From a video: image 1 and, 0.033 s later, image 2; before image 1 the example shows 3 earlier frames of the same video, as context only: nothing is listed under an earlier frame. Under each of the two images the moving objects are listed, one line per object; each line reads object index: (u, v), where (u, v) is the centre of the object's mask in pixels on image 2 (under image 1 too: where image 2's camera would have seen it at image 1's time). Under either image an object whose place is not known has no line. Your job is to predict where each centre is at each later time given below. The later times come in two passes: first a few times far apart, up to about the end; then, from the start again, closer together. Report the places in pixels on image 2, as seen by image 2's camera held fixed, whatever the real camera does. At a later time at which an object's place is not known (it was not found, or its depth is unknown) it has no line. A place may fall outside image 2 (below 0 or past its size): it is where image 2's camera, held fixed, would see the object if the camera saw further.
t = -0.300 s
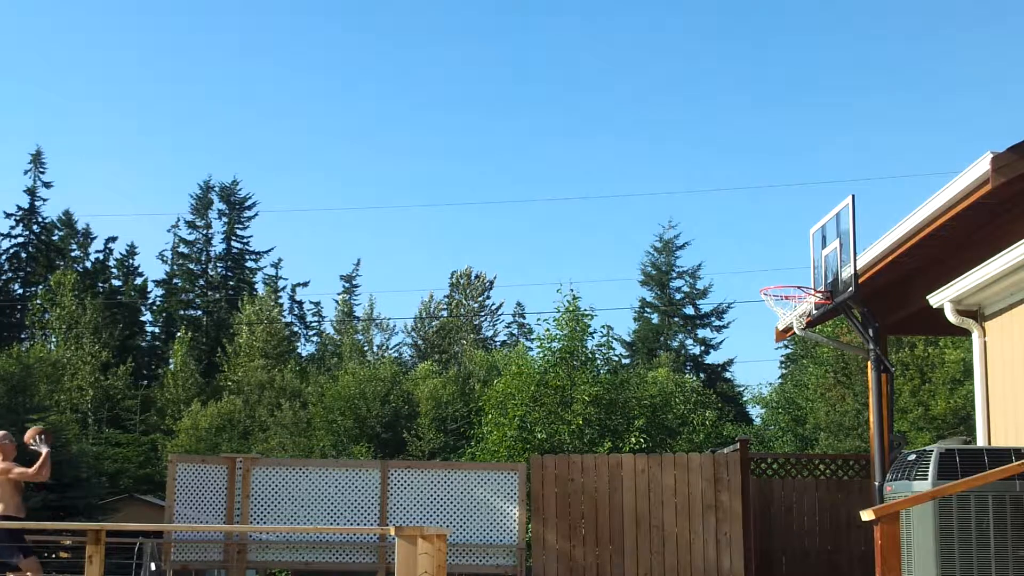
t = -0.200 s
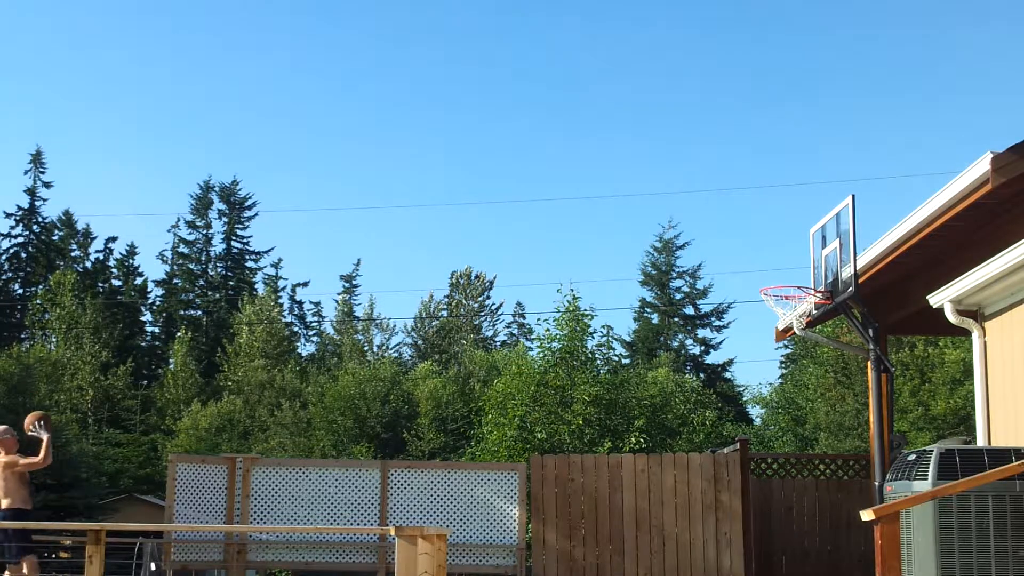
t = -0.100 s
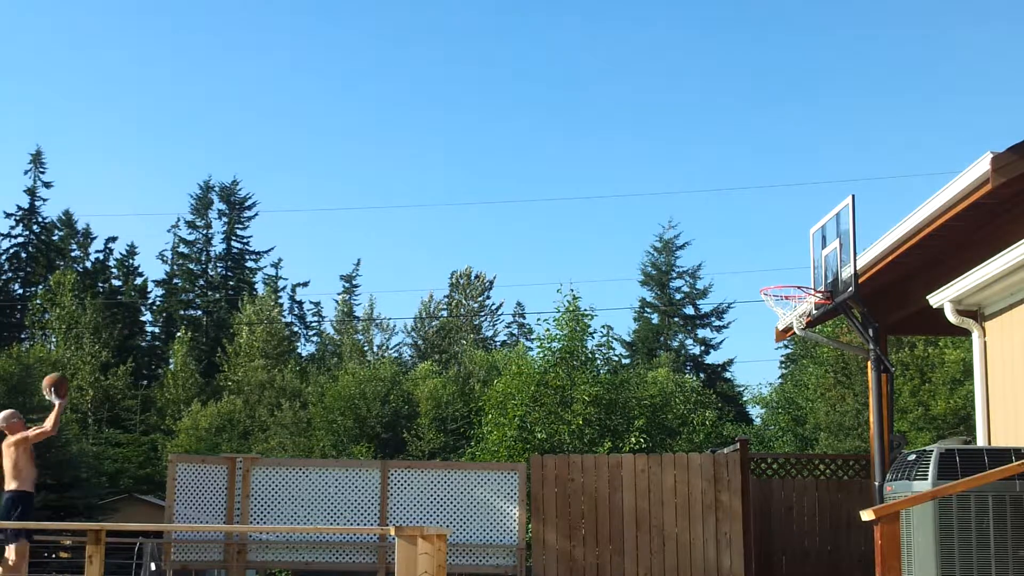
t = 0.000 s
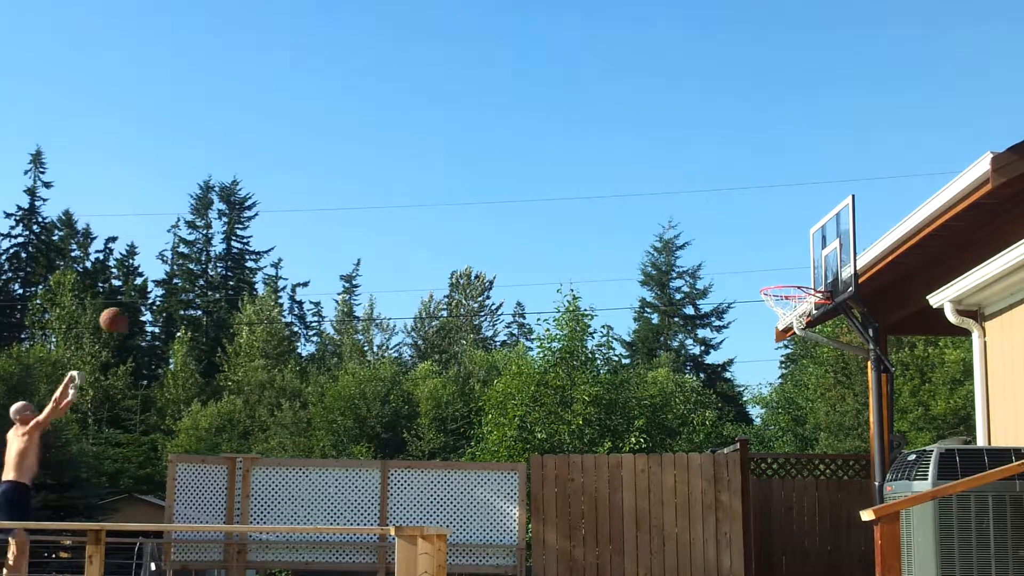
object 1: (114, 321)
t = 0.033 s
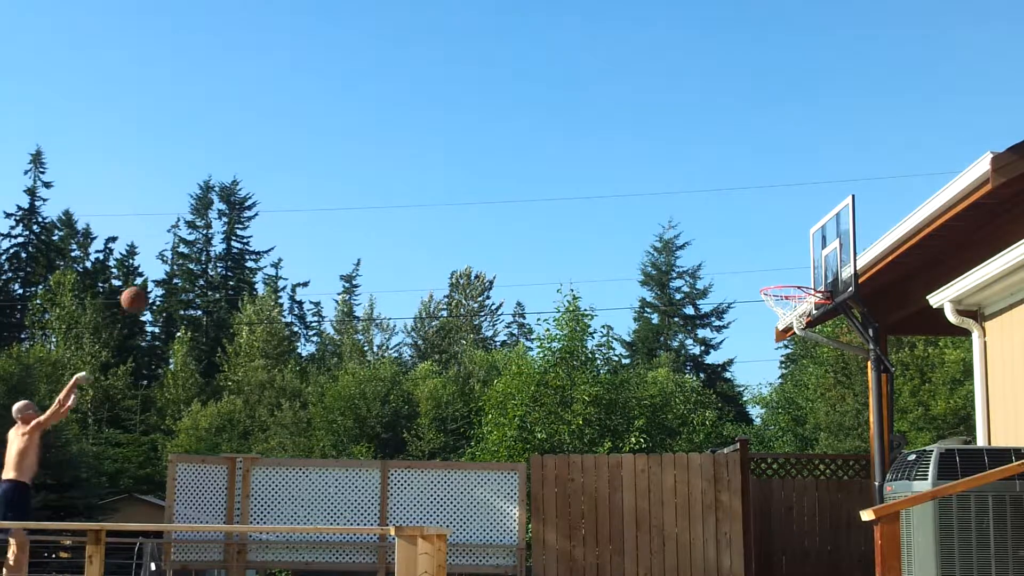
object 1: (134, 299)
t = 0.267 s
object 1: (278, 190)
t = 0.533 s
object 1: (436, 135)
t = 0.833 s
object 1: (612, 162)
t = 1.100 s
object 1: (769, 270)
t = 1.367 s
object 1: (793, 309)
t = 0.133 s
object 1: (197, 246)
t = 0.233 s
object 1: (258, 202)
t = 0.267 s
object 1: (278, 190)
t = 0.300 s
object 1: (298, 179)
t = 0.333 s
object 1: (319, 170)
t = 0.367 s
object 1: (338, 161)
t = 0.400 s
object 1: (358, 153)
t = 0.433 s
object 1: (378, 147)
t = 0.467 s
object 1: (398, 142)
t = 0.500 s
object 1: (417, 138)
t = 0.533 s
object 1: (436, 135)
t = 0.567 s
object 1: (456, 133)
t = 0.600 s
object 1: (475, 132)
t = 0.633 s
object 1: (495, 133)
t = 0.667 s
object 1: (514, 135)
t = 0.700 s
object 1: (534, 138)
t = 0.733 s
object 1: (553, 142)
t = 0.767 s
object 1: (573, 148)
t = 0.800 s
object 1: (592, 154)
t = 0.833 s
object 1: (612, 162)
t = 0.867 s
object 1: (631, 171)
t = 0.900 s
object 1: (651, 181)
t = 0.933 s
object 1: (670, 192)
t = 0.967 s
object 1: (690, 205)
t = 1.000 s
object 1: (709, 219)
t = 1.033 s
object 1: (729, 235)
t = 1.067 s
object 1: (749, 252)
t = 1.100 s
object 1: (769, 270)
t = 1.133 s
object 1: (789, 289)
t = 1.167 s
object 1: (806, 309)
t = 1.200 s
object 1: (811, 313)
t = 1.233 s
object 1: (808, 308)
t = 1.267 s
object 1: (807, 309)
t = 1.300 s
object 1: (799, 307)
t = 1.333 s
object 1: (796, 307)
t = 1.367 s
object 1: (793, 309)
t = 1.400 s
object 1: (789, 313)
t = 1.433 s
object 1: (785, 320)
